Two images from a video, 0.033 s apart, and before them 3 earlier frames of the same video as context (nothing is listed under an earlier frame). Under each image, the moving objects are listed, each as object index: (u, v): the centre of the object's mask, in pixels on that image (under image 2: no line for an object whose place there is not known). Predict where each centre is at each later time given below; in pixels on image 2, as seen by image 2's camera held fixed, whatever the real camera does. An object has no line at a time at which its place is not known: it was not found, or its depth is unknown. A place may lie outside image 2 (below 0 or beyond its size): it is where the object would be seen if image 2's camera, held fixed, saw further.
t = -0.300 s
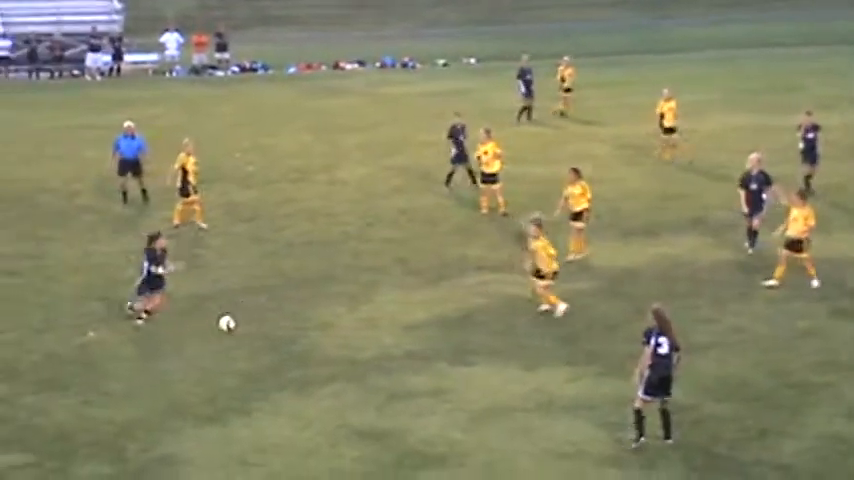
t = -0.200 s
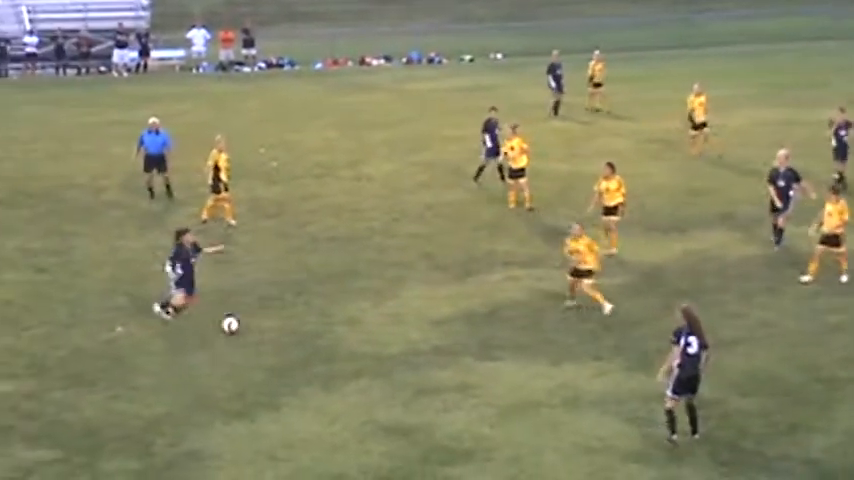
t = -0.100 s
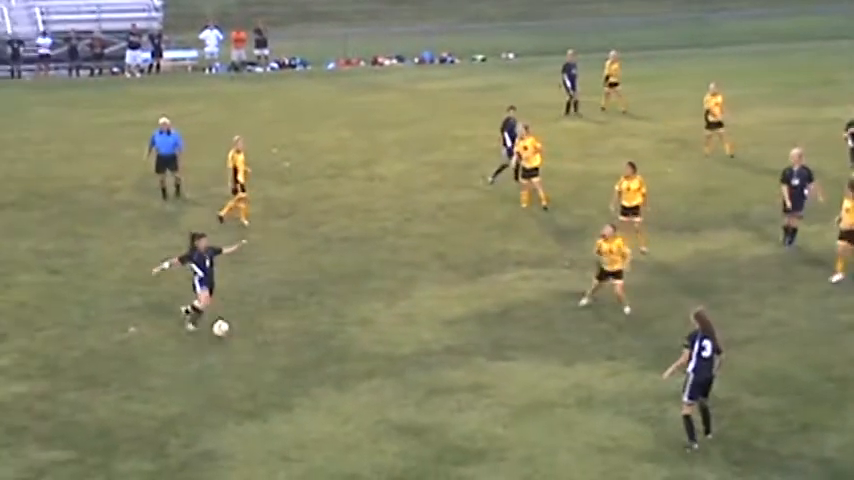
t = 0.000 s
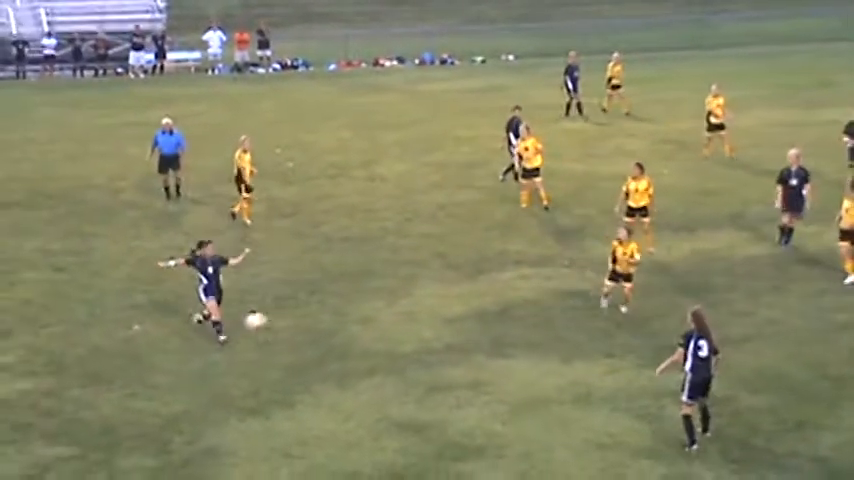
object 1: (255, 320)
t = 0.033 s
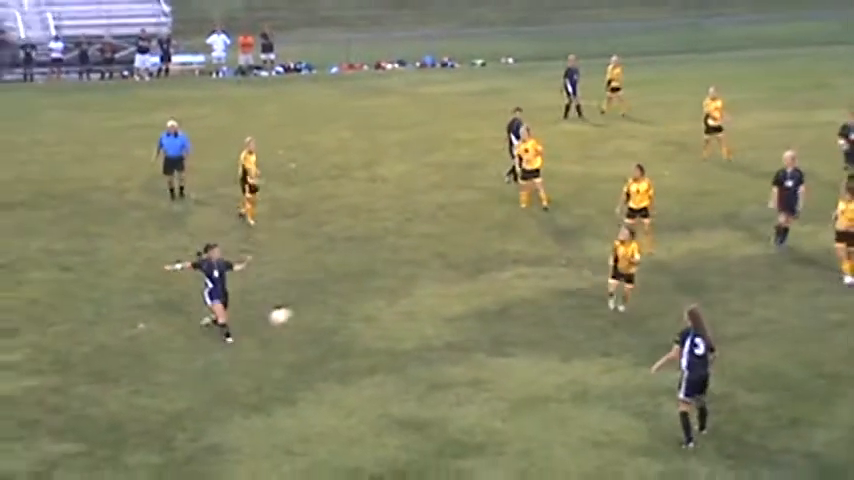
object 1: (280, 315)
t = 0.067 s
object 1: (302, 312)
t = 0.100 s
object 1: (323, 310)
